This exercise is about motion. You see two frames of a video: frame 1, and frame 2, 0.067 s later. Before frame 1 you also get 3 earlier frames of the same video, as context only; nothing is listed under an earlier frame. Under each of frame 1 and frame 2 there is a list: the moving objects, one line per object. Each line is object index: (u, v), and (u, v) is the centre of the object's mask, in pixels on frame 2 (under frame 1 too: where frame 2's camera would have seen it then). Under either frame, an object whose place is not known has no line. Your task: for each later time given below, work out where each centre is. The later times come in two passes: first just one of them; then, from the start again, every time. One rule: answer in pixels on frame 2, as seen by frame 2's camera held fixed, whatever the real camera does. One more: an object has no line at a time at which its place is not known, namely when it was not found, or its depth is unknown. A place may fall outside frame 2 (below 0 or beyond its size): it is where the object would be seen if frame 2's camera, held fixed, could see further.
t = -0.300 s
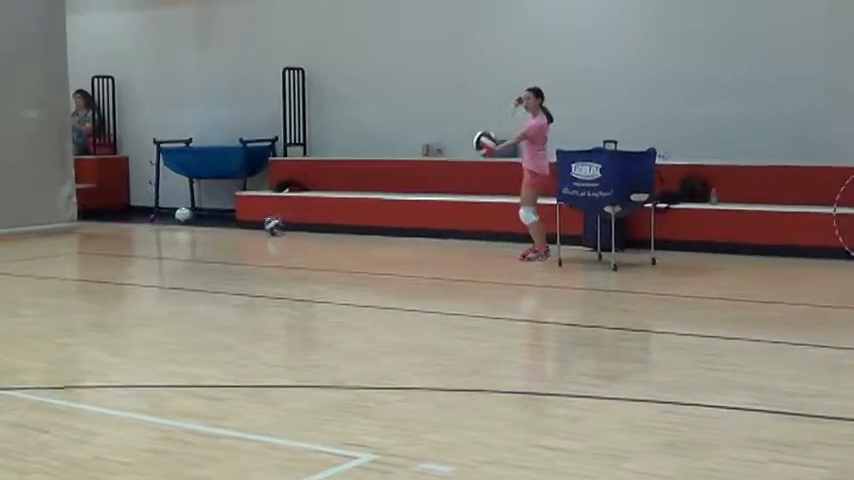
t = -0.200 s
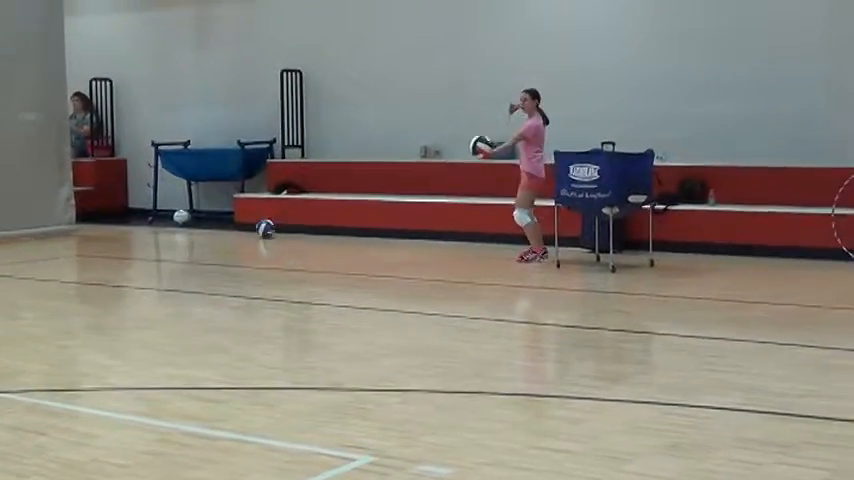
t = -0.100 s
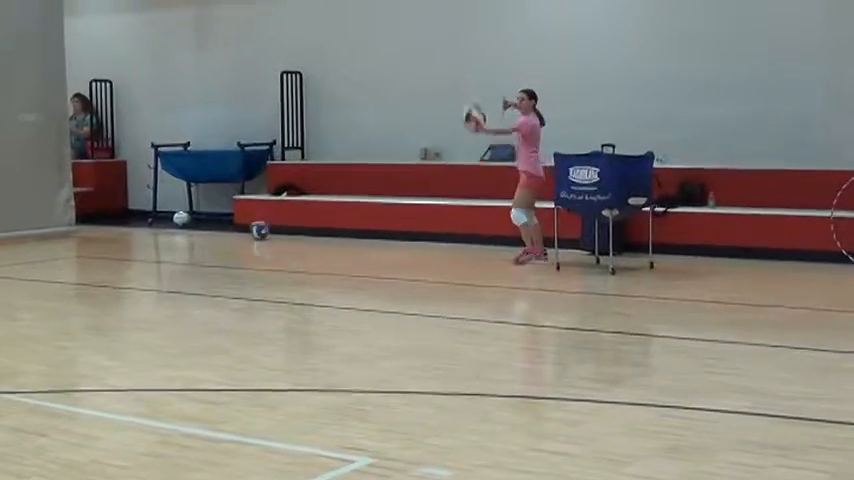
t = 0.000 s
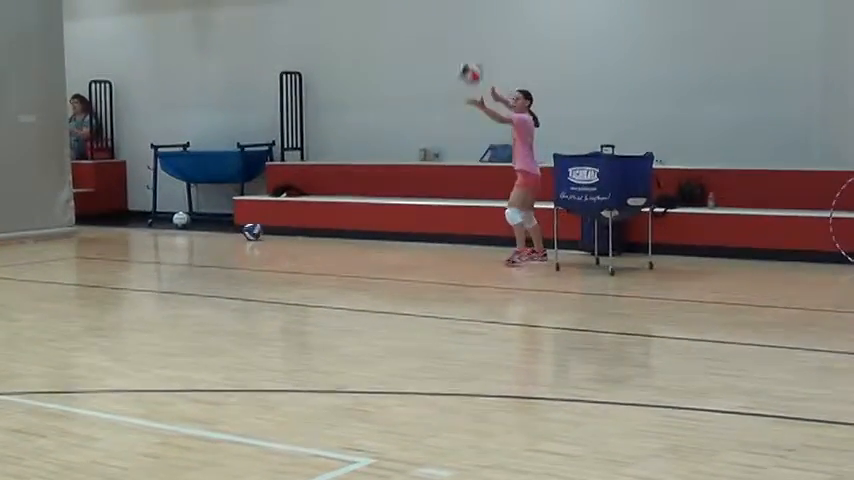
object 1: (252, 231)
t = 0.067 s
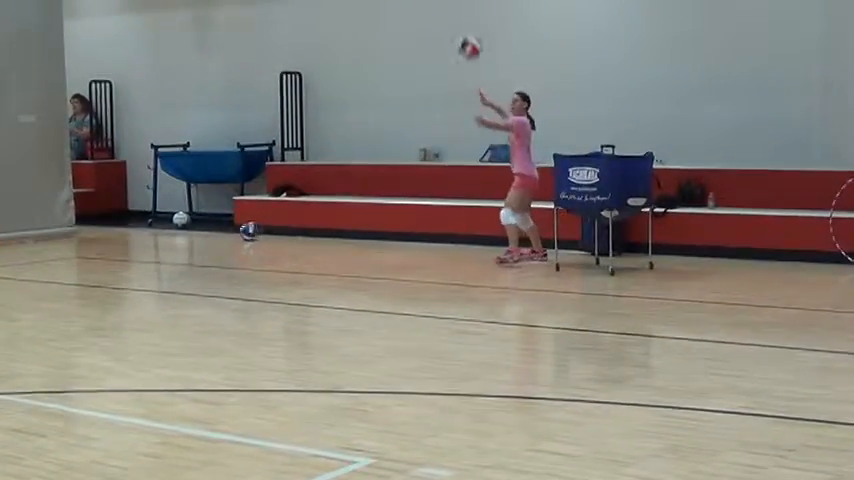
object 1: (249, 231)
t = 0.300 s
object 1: (235, 232)
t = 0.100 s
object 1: (248, 231)
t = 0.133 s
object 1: (246, 231)
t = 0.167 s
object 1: (243, 232)
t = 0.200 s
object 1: (241, 232)
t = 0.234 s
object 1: (239, 232)
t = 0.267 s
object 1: (237, 232)
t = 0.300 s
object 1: (235, 232)
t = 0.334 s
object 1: (232, 232)
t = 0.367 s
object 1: (230, 232)
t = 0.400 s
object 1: (229, 232)
